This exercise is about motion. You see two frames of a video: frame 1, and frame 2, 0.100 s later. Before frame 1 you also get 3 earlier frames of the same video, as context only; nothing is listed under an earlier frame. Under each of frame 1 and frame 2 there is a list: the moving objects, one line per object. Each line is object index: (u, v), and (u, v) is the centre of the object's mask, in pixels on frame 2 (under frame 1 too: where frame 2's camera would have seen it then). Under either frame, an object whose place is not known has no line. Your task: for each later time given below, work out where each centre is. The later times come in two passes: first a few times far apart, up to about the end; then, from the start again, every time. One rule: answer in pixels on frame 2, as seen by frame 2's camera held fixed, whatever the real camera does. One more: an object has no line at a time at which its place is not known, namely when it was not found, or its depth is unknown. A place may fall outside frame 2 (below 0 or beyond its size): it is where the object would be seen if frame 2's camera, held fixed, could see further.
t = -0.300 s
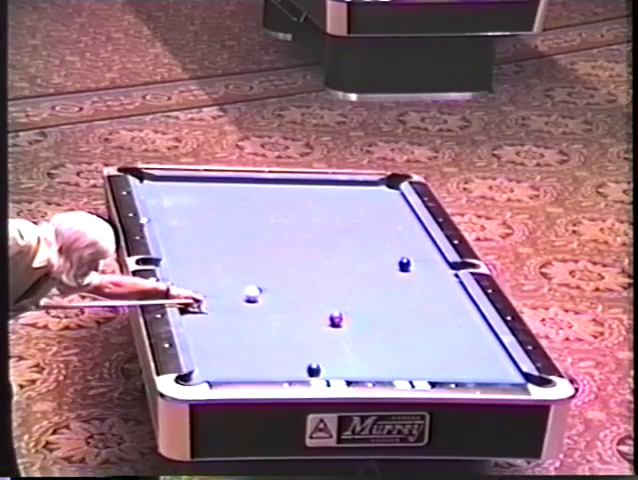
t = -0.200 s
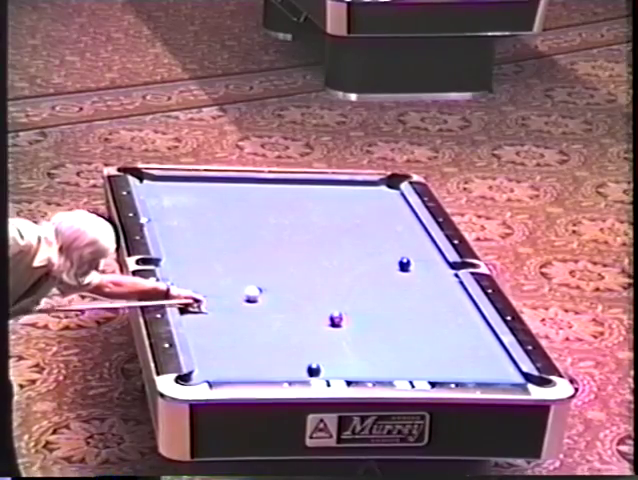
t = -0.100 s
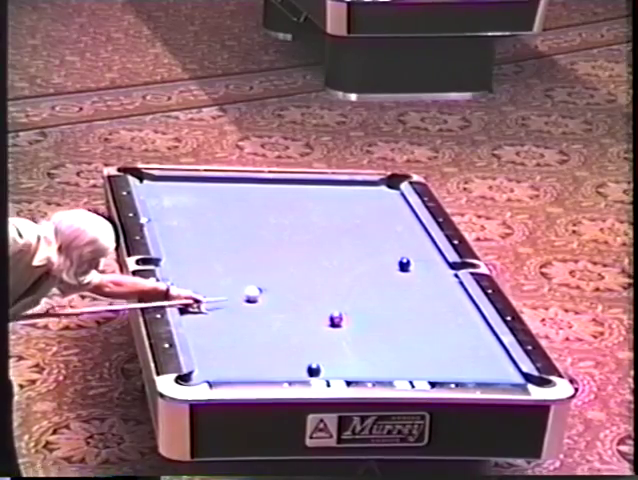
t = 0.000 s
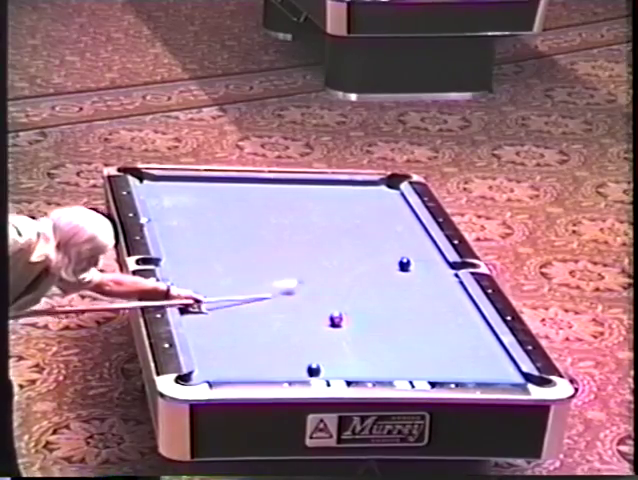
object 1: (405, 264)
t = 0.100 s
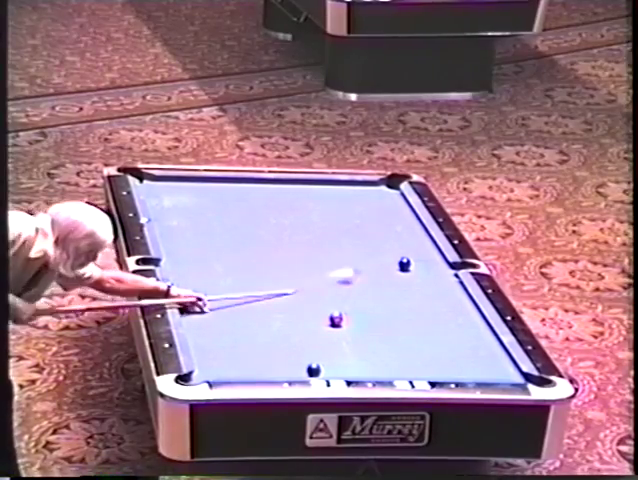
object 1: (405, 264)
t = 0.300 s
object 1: (435, 252)
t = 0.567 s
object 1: (363, 232)
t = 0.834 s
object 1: (302, 217)
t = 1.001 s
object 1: (264, 206)
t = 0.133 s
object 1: (405, 264)
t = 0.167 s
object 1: (405, 264)
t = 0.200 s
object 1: (406, 264)
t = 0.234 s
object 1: (414, 260)
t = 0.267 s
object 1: (426, 256)
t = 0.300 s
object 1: (435, 252)
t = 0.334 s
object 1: (426, 249)
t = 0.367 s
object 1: (416, 246)
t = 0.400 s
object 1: (405, 244)
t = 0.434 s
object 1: (396, 241)
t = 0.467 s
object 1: (387, 239)
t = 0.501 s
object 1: (378, 237)
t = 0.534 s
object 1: (370, 235)
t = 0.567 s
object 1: (363, 232)
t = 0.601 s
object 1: (355, 231)
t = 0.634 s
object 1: (347, 228)
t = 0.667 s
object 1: (339, 226)
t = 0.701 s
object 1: (332, 224)
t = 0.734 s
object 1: (325, 222)
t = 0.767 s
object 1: (317, 220)
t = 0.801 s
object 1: (309, 218)
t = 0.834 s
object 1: (302, 217)
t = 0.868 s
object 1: (294, 214)
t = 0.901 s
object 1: (287, 212)
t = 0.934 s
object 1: (279, 210)
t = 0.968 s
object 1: (272, 208)
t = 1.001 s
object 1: (264, 206)
